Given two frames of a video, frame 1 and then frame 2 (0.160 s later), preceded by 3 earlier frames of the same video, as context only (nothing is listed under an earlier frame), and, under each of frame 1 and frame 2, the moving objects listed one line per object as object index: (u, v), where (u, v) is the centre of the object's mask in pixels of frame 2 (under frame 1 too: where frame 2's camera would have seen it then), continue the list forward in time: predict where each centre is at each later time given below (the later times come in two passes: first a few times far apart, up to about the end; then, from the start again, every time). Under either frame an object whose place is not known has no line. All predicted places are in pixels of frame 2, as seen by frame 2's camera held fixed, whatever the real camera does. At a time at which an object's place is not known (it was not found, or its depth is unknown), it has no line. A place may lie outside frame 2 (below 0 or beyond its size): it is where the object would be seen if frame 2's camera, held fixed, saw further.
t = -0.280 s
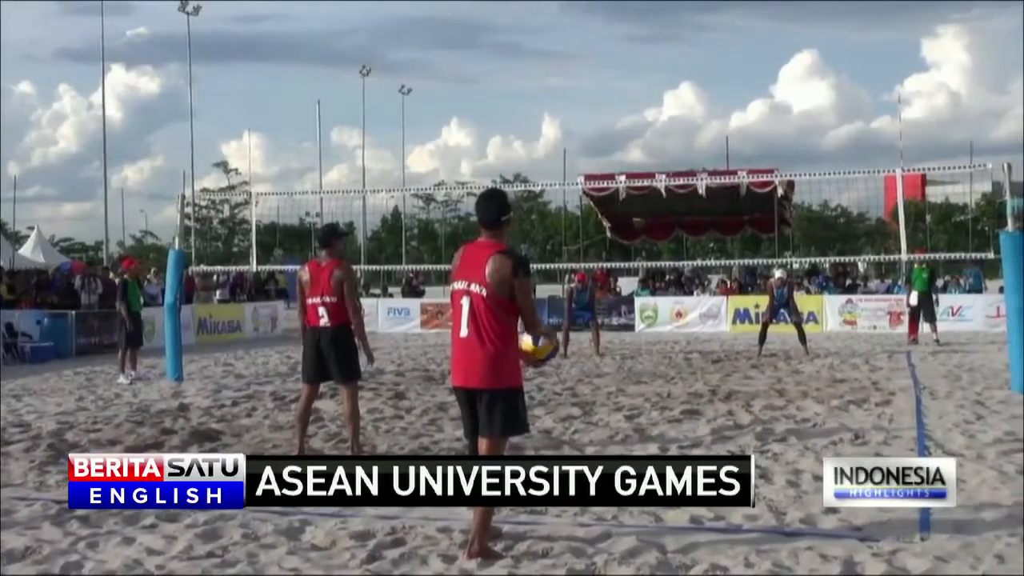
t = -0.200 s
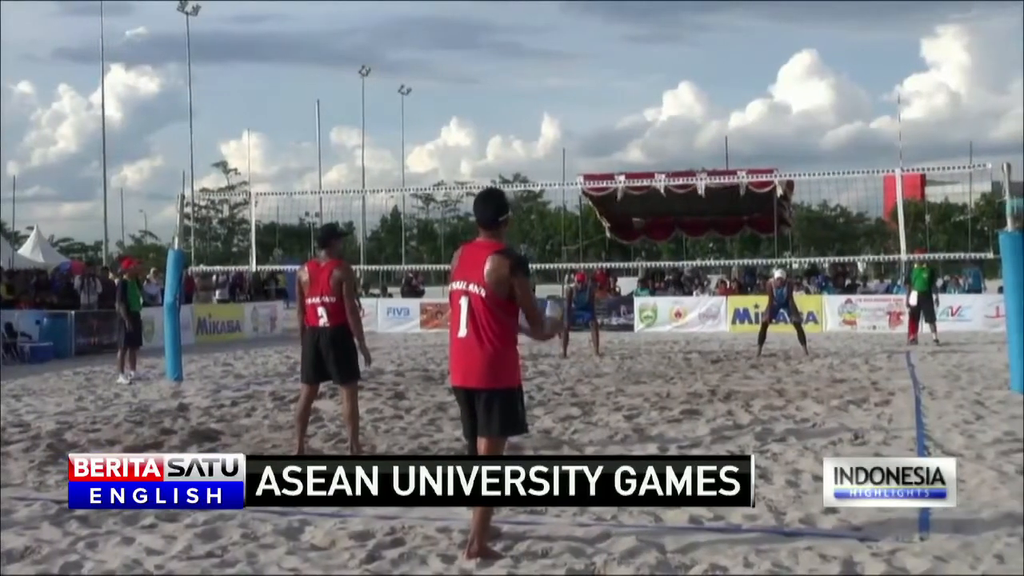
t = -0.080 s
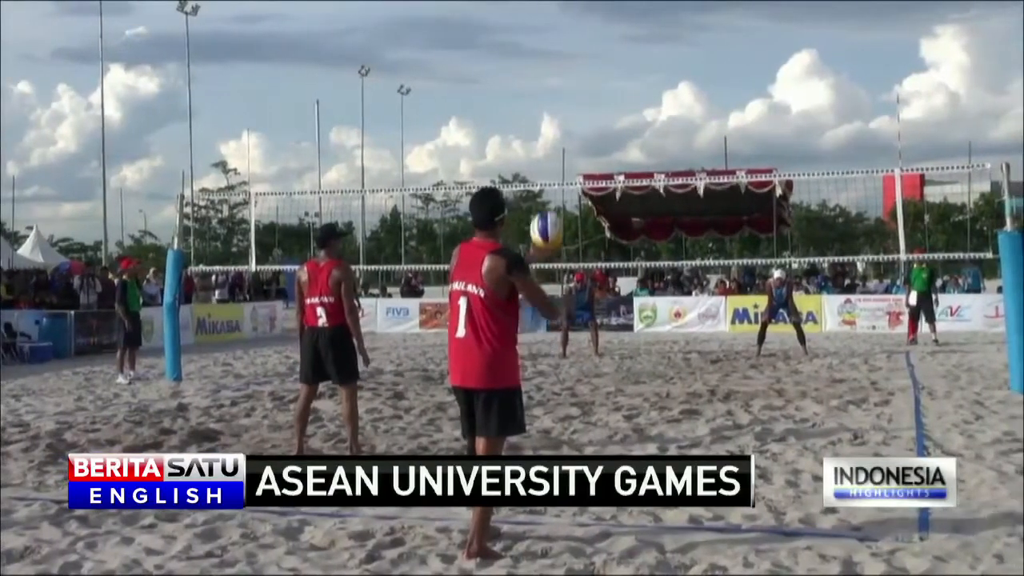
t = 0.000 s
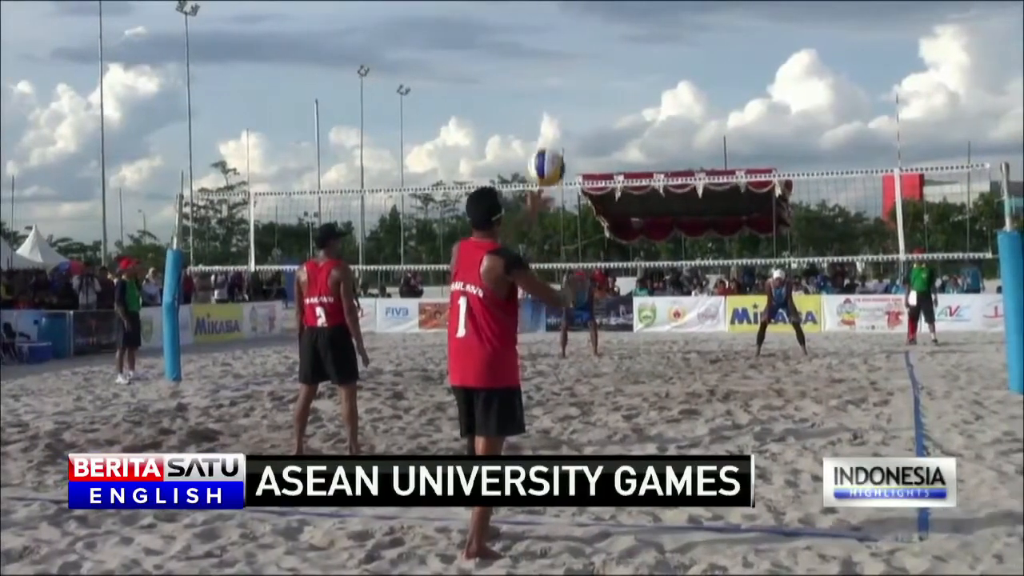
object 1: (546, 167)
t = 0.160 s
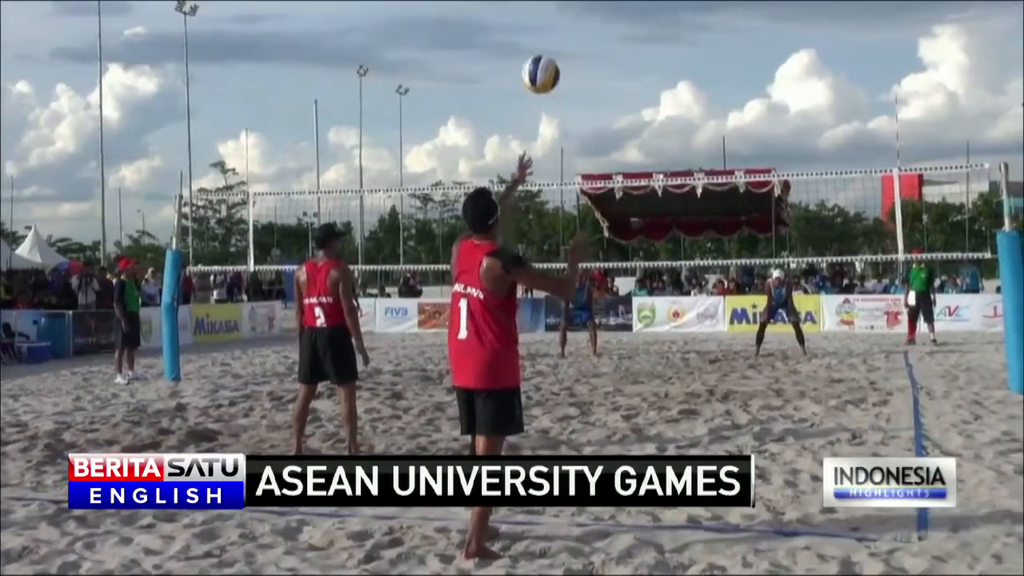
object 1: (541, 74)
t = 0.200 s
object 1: (540, 57)
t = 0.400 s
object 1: (534, 17)
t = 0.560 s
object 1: (530, 33)
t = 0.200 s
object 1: (540, 57)
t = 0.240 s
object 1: (538, 44)
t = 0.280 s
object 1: (537, 32)
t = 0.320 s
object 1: (536, 25)
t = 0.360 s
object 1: (535, 19)
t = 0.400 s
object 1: (534, 17)
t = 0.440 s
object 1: (532, 17)
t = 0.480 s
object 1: (532, 19)
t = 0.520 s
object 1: (531, 24)
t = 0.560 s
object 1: (530, 33)
